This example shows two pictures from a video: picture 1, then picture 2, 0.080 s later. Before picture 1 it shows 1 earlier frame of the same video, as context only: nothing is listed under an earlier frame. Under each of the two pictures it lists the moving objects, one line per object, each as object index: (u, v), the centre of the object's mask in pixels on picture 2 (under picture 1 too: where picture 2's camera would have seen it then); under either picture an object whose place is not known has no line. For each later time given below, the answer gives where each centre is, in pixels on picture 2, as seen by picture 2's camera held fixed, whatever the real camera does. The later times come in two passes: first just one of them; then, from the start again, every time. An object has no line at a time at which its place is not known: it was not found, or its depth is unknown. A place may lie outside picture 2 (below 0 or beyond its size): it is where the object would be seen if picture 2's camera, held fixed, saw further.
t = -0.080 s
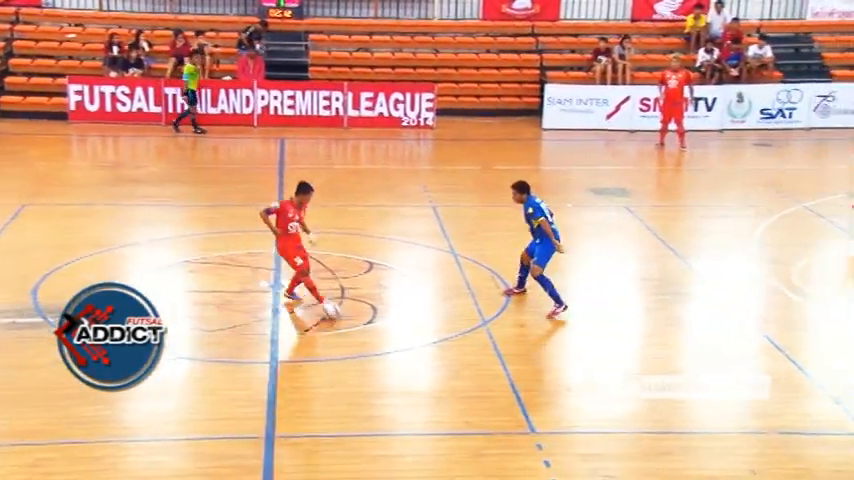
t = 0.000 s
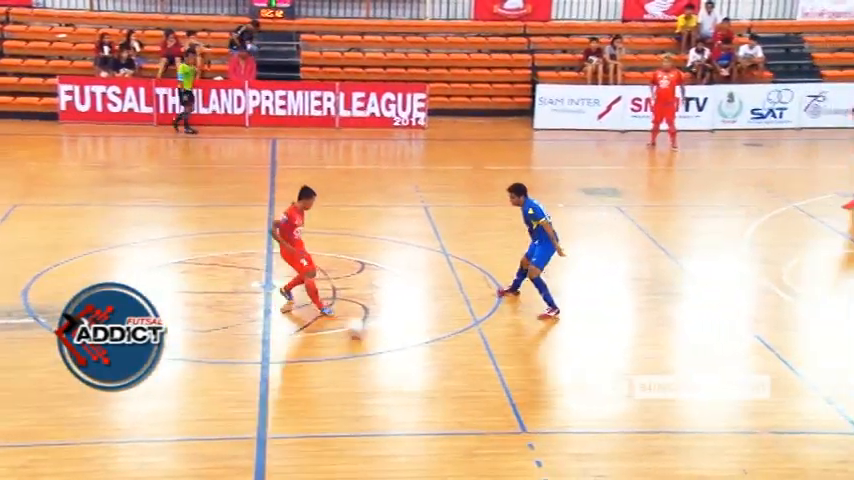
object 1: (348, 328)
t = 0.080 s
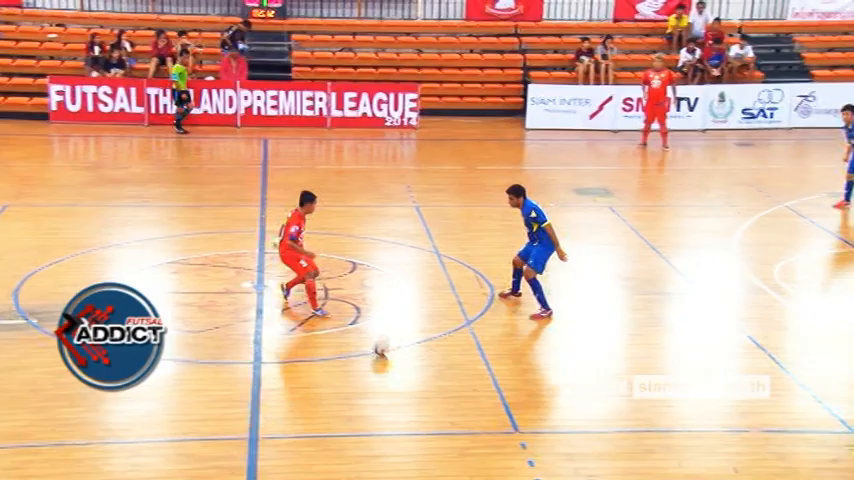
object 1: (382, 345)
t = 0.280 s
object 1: (467, 388)
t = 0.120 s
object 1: (398, 355)
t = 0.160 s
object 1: (414, 364)
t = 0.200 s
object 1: (434, 371)
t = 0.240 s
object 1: (449, 379)
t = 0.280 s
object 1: (467, 388)
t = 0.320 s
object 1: (485, 396)
